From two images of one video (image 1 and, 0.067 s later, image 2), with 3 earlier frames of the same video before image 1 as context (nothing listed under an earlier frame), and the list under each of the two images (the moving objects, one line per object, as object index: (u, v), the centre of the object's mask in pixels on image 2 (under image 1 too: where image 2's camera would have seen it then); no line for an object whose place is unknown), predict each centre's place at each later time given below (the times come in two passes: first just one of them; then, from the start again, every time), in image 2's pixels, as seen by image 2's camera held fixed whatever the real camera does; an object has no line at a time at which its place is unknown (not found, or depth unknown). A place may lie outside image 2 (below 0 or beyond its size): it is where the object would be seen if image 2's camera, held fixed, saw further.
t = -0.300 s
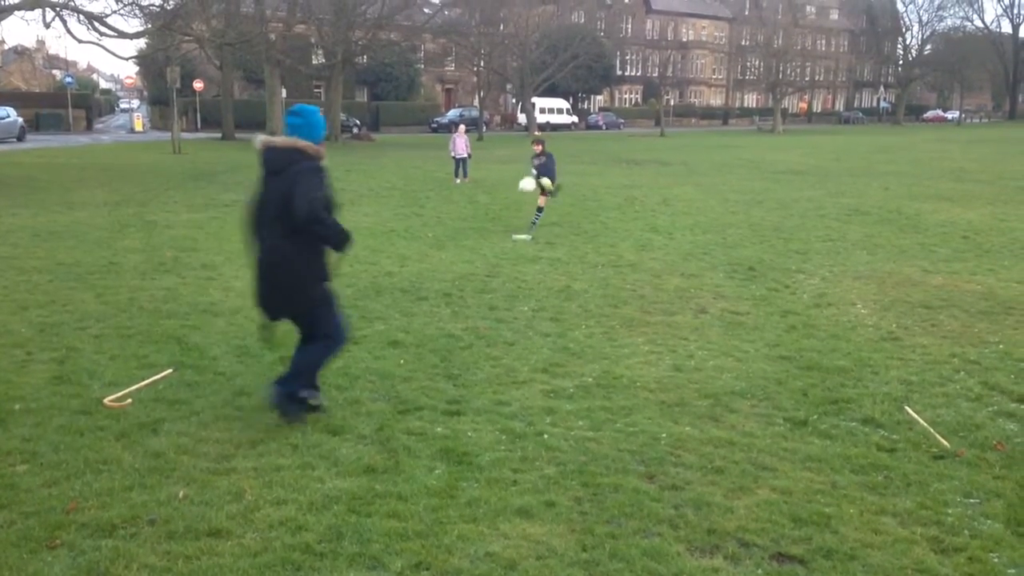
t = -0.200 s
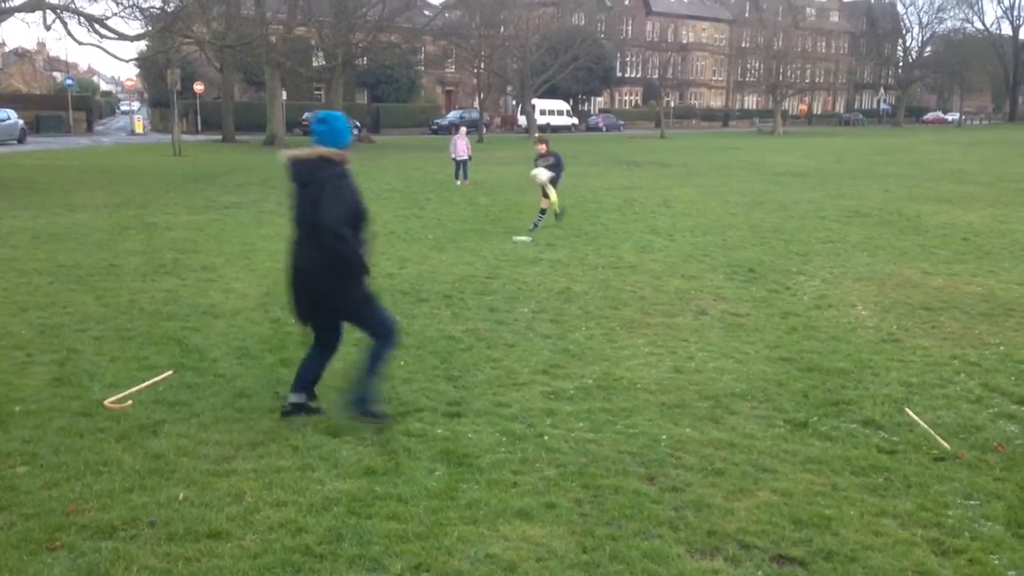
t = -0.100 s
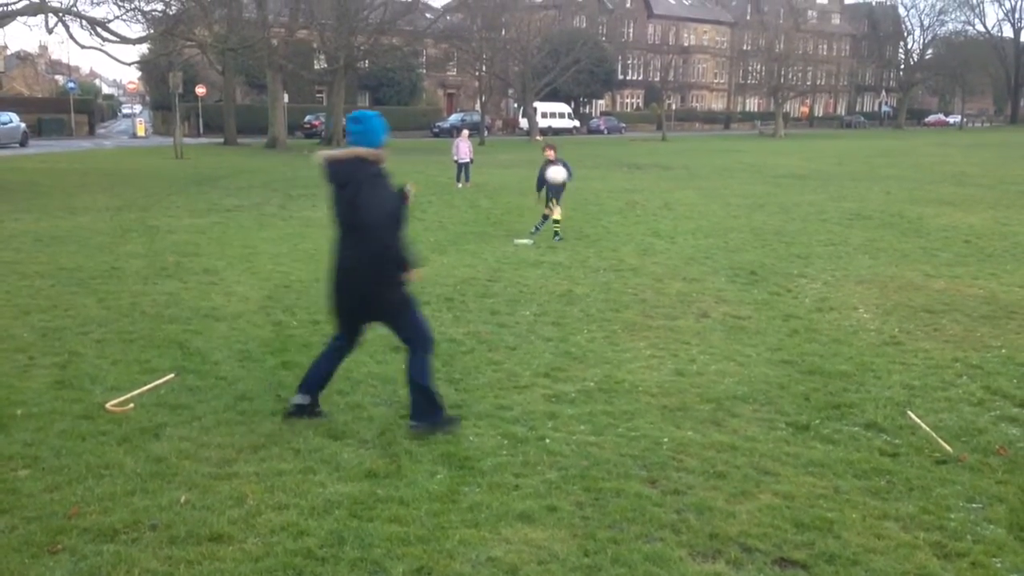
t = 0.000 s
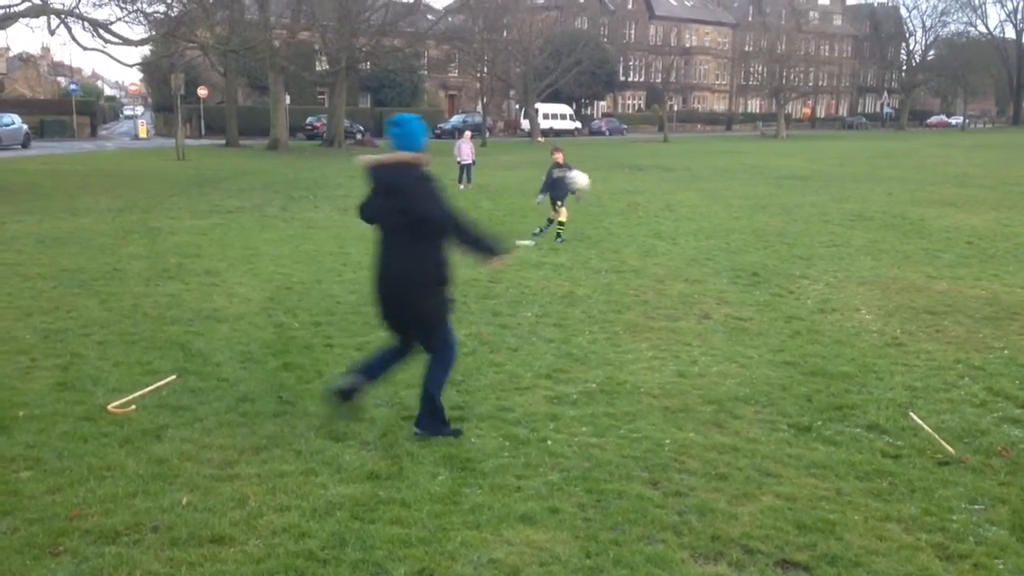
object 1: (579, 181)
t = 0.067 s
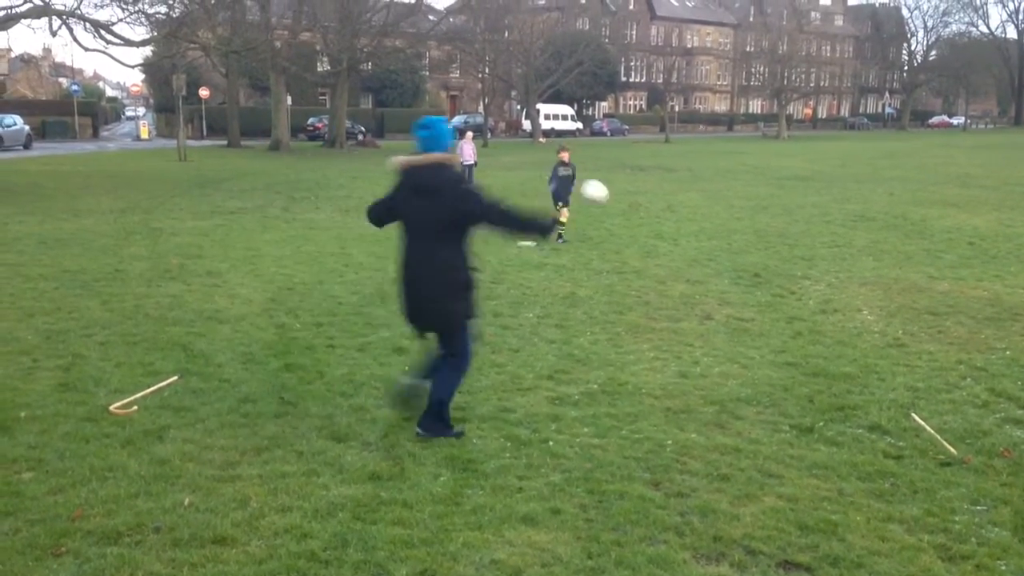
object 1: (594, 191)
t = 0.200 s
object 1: (634, 227)
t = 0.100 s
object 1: (602, 197)
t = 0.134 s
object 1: (611, 206)
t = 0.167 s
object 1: (622, 216)
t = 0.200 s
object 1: (634, 227)
